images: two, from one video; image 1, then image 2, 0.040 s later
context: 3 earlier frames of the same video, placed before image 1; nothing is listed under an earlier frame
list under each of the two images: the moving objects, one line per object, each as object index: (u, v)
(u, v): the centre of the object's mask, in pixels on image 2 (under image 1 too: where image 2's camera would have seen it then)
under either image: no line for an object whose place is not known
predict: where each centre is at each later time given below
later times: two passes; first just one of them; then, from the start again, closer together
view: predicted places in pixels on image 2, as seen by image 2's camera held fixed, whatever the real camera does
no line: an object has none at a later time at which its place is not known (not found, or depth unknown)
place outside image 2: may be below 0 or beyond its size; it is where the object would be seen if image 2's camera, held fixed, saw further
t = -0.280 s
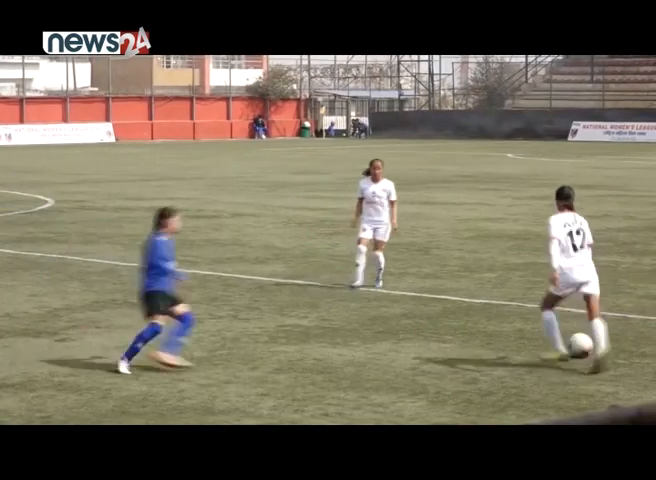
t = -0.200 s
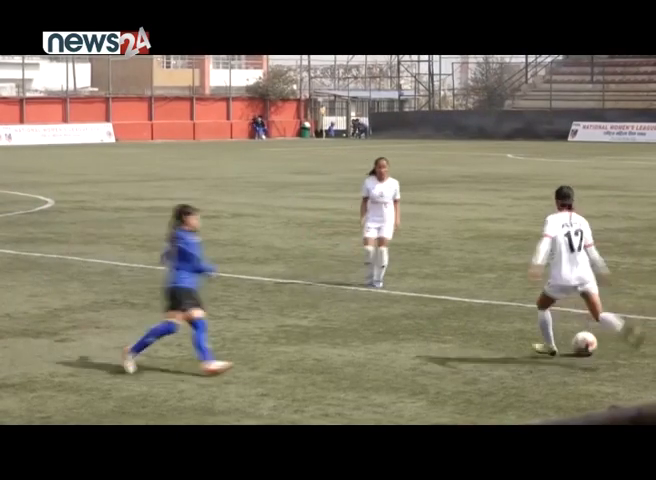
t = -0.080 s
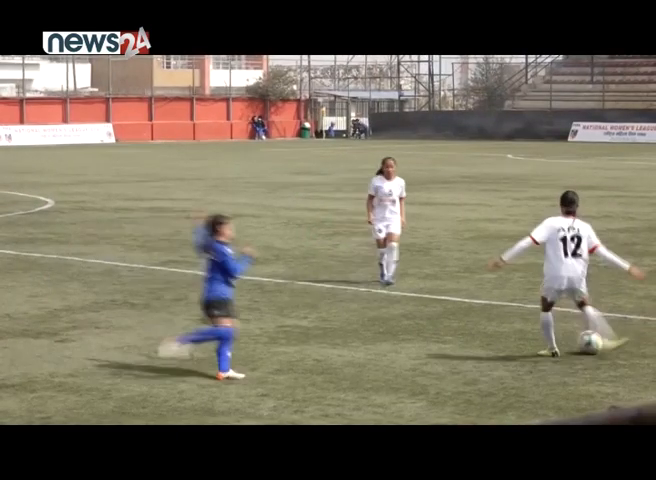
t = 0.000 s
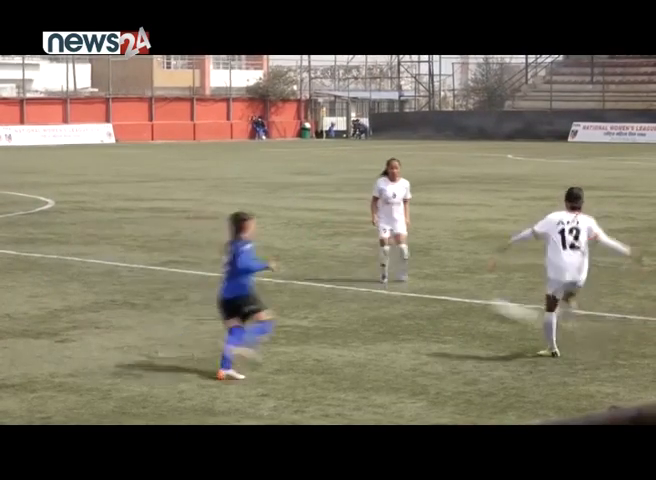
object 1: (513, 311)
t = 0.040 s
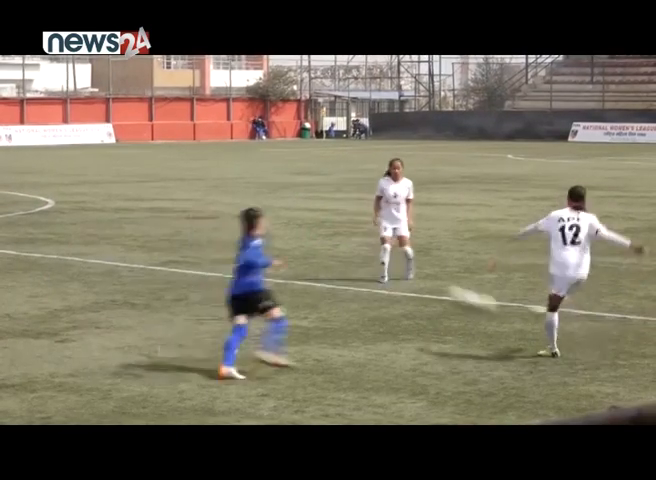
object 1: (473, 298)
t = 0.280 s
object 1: (253, 268)
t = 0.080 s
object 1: (433, 286)
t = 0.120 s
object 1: (390, 278)
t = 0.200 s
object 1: (323, 270)
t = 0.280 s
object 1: (253, 268)
